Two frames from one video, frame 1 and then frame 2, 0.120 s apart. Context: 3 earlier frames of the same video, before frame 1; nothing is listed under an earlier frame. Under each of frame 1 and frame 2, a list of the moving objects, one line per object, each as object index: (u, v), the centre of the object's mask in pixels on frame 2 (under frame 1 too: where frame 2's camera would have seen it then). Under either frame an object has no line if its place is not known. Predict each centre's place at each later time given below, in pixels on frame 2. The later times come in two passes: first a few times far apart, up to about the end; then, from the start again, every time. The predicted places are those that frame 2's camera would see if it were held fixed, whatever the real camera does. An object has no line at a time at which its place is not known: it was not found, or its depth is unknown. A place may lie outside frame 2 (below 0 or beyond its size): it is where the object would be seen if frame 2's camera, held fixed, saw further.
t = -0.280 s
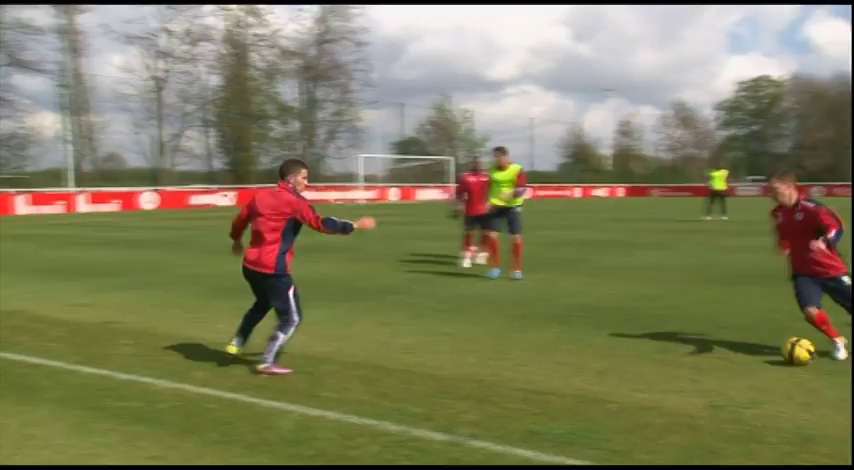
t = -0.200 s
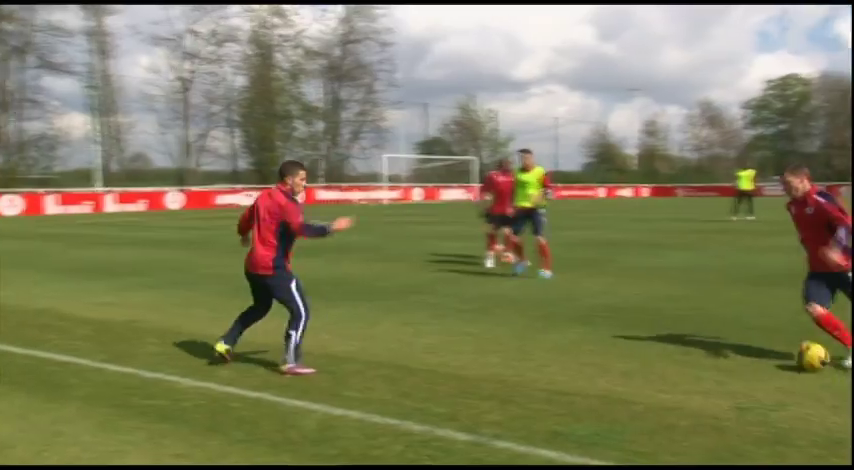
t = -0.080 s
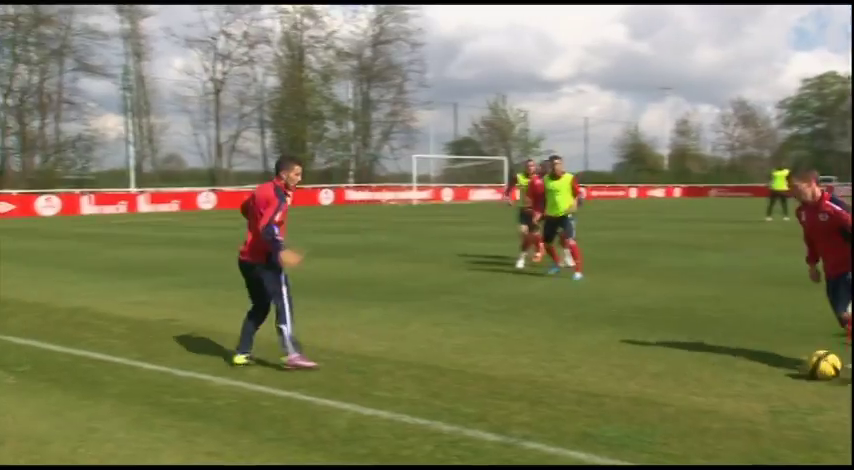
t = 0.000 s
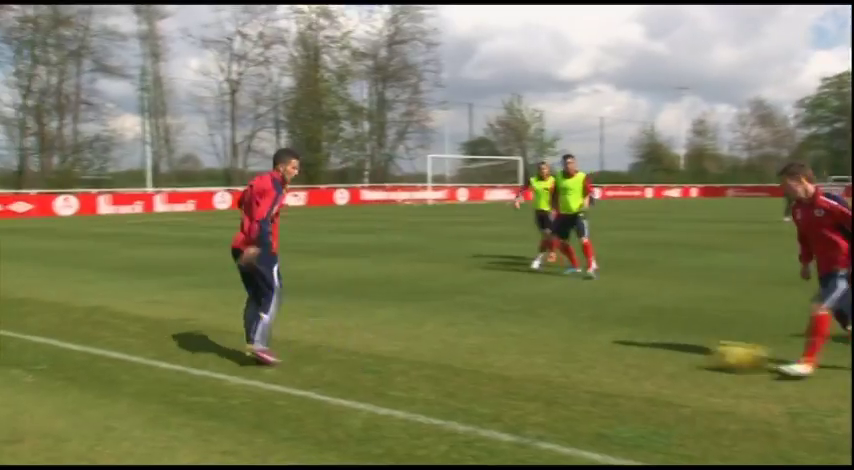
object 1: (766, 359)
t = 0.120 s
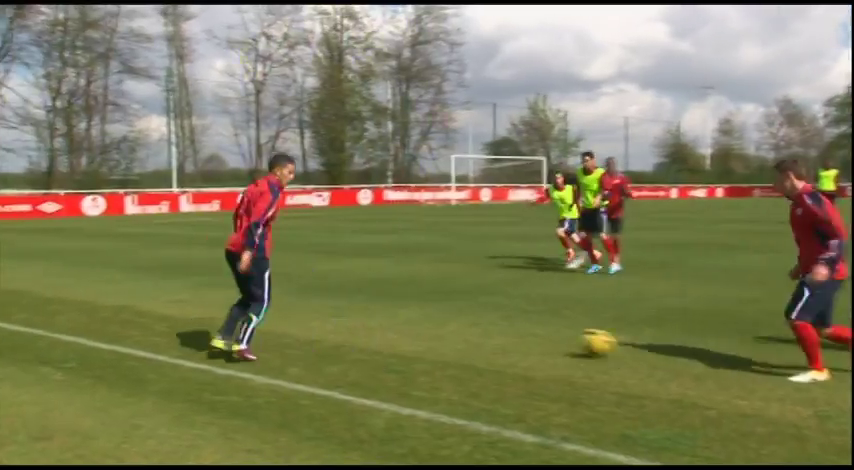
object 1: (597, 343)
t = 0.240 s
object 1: (475, 335)
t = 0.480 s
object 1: (301, 319)
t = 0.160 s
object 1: (557, 337)
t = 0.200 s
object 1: (513, 336)
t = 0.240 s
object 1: (475, 335)
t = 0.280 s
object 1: (438, 330)
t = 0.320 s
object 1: (408, 322)
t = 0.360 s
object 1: (381, 321)
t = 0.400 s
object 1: (353, 321)
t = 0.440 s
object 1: (325, 323)
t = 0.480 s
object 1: (301, 319)
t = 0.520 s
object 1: (281, 317)
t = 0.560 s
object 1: (262, 316)
